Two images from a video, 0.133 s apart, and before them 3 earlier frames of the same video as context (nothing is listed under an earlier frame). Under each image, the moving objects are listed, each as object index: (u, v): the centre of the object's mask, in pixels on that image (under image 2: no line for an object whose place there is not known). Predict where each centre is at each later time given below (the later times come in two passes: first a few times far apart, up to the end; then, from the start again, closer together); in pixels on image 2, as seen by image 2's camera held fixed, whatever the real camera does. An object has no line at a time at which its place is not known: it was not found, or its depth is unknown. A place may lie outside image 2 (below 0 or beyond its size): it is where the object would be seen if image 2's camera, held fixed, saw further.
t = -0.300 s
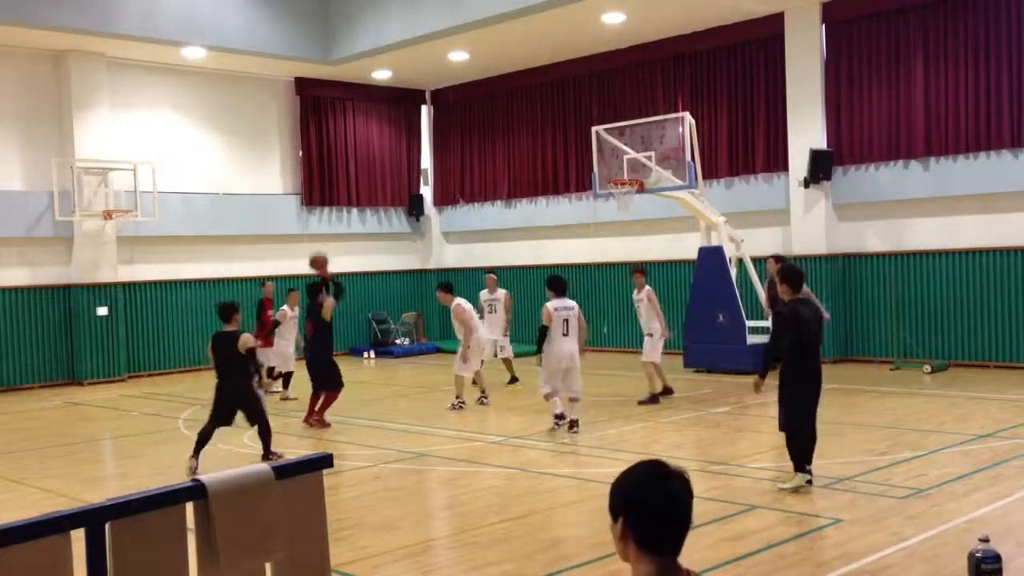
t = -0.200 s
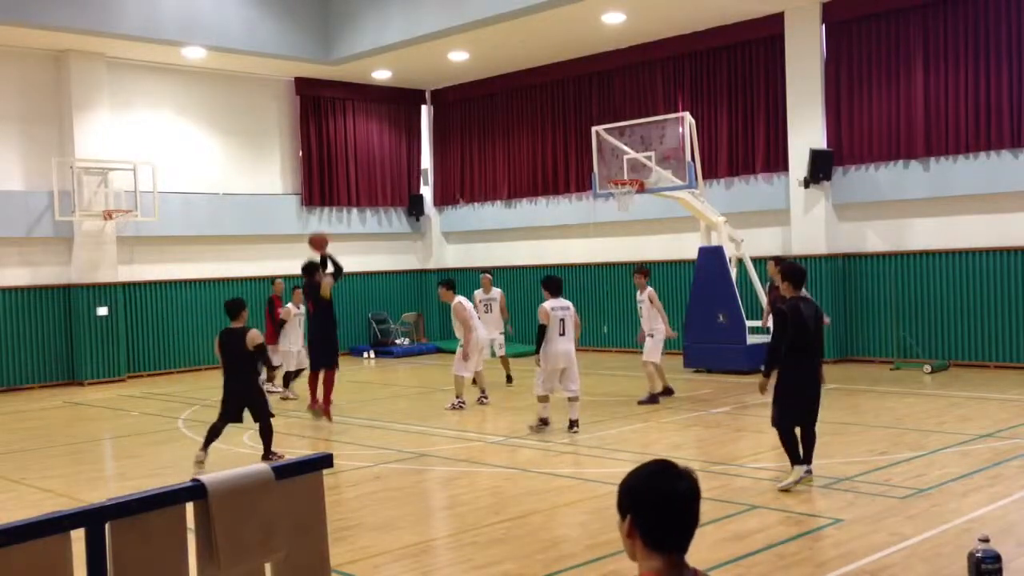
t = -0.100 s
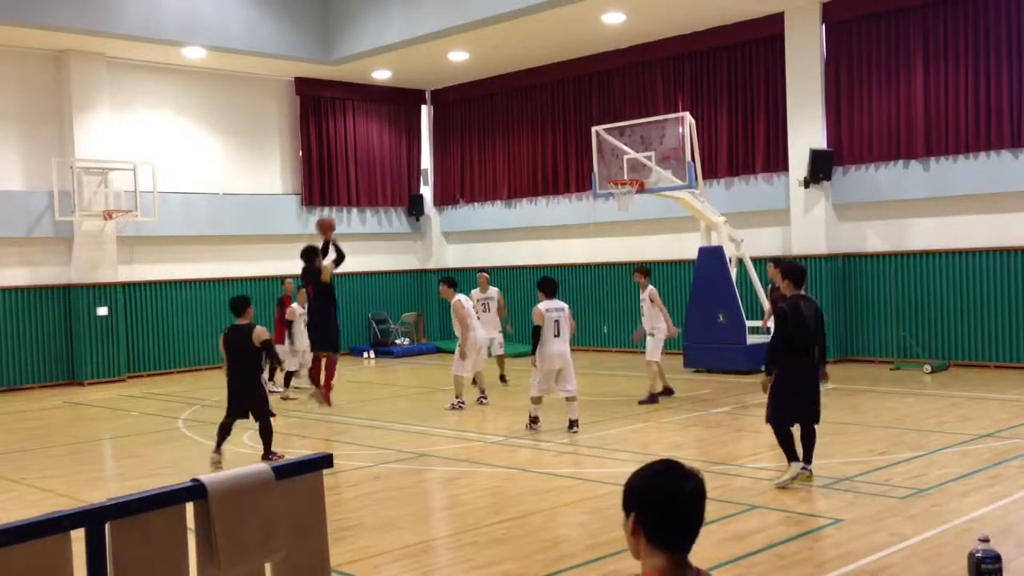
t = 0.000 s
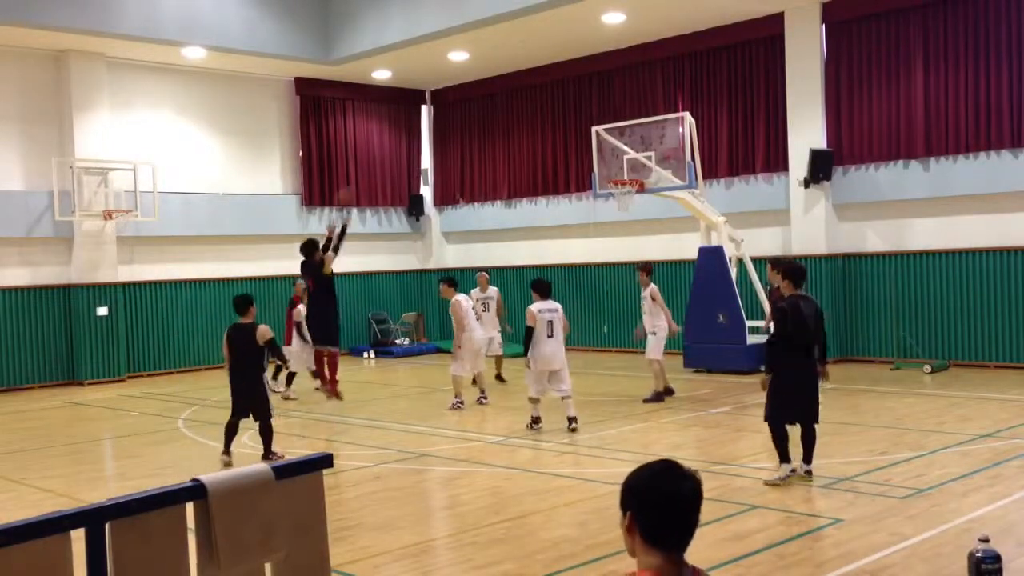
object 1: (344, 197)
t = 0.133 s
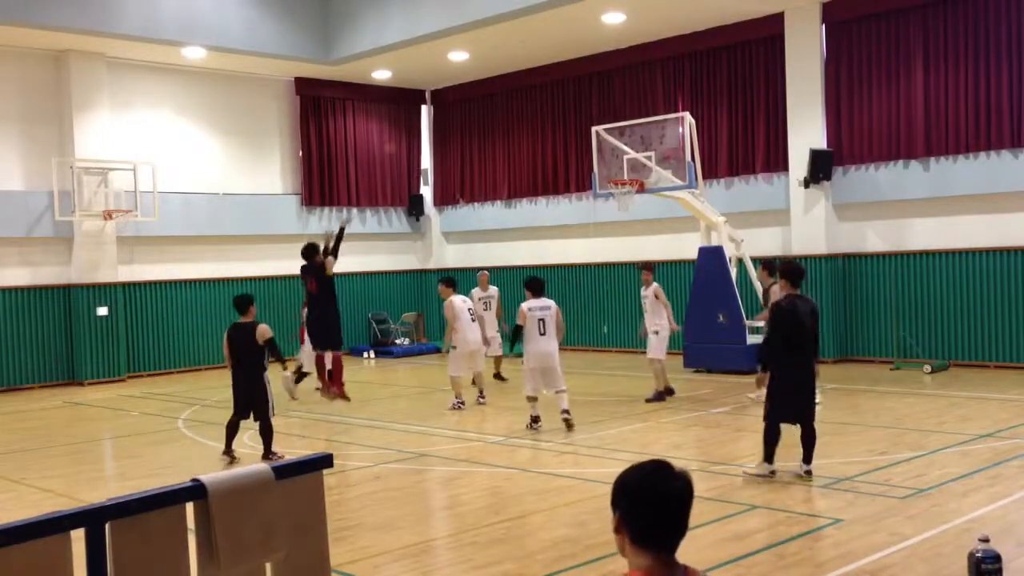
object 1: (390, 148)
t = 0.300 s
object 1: (442, 122)
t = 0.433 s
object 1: (480, 111)
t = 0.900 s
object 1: (607, 173)
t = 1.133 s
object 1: (627, 170)
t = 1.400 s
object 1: (613, 168)
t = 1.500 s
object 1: (609, 172)
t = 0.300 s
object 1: (442, 122)
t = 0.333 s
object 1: (452, 117)
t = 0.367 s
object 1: (461, 115)
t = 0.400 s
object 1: (471, 113)
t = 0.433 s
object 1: (480, 111)
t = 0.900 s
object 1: (607, 173)
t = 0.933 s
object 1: (612, 172)
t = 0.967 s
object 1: (618, 172)
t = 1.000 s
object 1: (624, 171)
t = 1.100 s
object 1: (629, 170)
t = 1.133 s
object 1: (627, 170)
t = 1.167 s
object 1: (625, 170)
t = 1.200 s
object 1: (623, 171)
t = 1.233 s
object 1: (619, 172)
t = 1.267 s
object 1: (618, 173)
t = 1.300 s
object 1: (617, 172)
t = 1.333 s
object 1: (613, 170)
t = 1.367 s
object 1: (615, 170)
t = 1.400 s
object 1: (613, 168)
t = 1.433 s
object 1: (612, 170)
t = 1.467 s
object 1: (610, 170)
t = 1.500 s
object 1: (609, 172)
